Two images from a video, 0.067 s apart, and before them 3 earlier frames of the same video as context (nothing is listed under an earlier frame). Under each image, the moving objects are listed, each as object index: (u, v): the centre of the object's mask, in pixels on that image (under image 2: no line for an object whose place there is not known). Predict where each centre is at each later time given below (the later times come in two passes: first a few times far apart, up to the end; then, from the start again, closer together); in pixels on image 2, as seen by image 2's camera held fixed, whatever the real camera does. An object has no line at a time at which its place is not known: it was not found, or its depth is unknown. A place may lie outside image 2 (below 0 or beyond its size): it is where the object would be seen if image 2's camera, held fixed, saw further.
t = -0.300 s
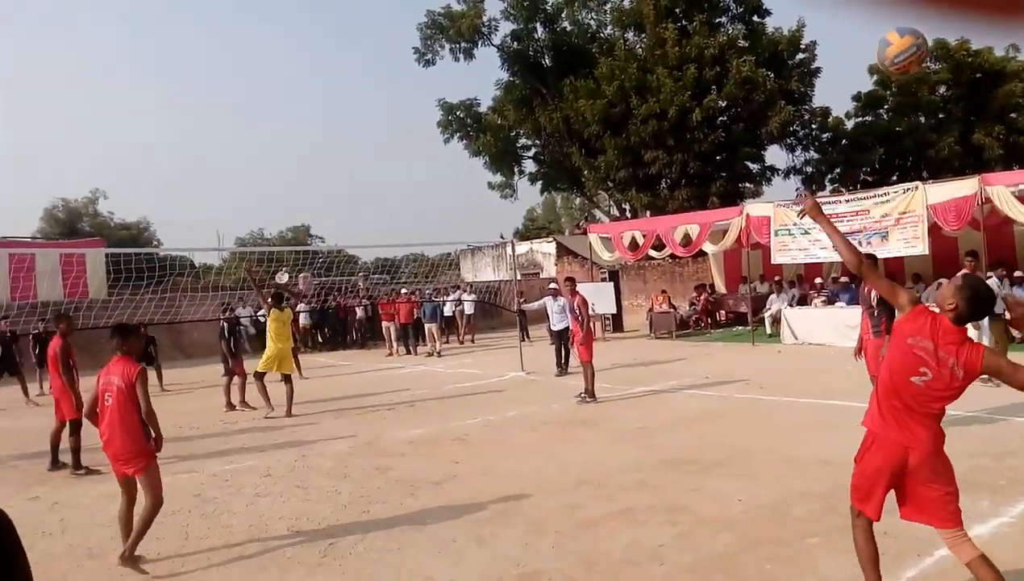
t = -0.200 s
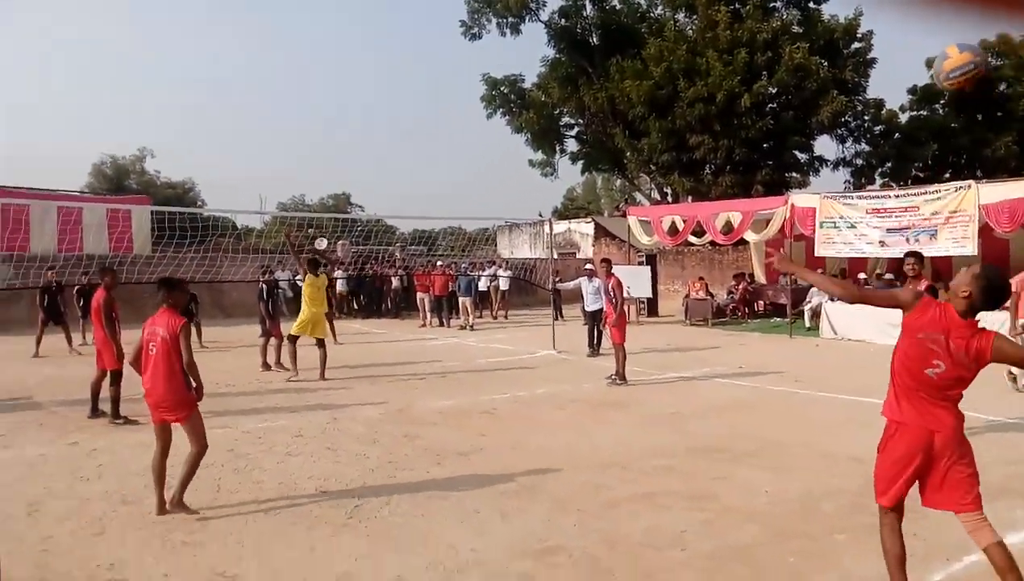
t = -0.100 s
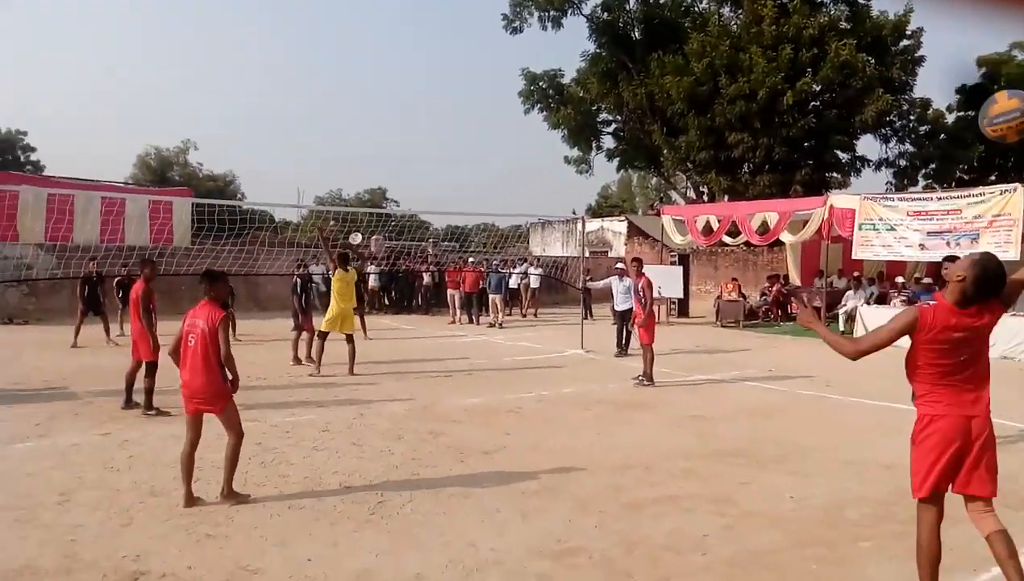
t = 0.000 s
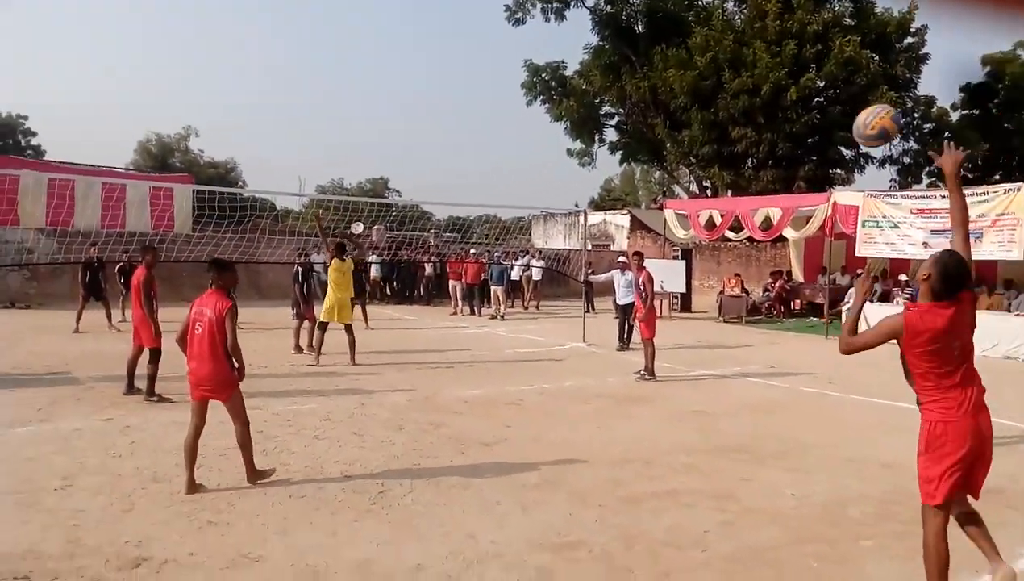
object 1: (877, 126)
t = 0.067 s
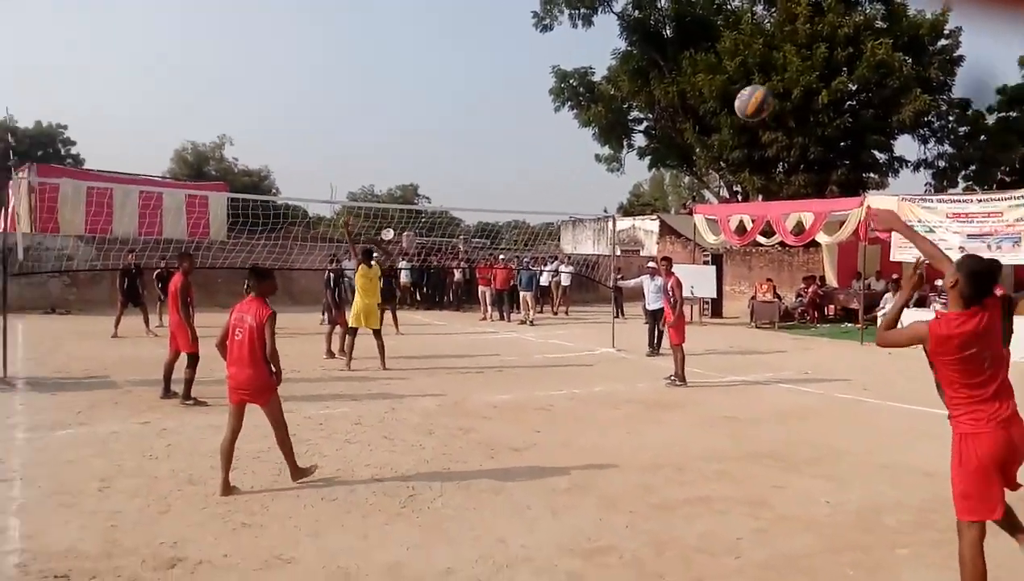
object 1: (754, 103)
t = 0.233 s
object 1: (547, 96)
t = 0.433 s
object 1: (424, 131)
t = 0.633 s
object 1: (362, 182)
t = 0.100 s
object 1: (696, 96)
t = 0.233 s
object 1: (547, 96)
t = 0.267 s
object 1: (522, 100)
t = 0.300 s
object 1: (498, 104)
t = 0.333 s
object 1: (476, 109)
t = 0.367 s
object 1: (456, 114)
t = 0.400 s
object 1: (438, 123)
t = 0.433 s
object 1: (424, 131)
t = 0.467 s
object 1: (412, 139)
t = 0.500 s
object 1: (400, 146)
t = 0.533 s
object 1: (390, 155)
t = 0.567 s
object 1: (379, 163)
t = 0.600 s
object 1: (370, 171)
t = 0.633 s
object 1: (362, 182)
